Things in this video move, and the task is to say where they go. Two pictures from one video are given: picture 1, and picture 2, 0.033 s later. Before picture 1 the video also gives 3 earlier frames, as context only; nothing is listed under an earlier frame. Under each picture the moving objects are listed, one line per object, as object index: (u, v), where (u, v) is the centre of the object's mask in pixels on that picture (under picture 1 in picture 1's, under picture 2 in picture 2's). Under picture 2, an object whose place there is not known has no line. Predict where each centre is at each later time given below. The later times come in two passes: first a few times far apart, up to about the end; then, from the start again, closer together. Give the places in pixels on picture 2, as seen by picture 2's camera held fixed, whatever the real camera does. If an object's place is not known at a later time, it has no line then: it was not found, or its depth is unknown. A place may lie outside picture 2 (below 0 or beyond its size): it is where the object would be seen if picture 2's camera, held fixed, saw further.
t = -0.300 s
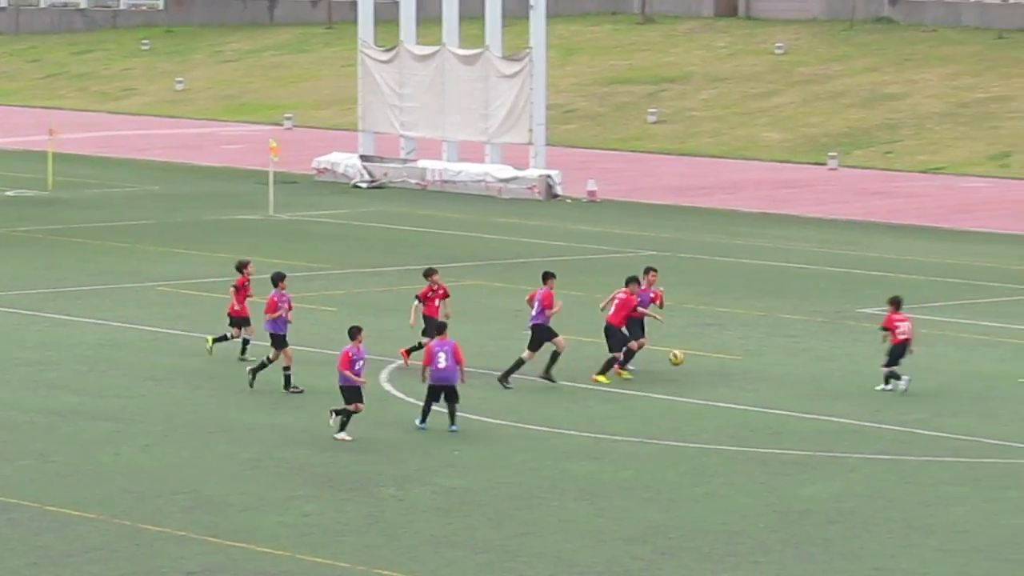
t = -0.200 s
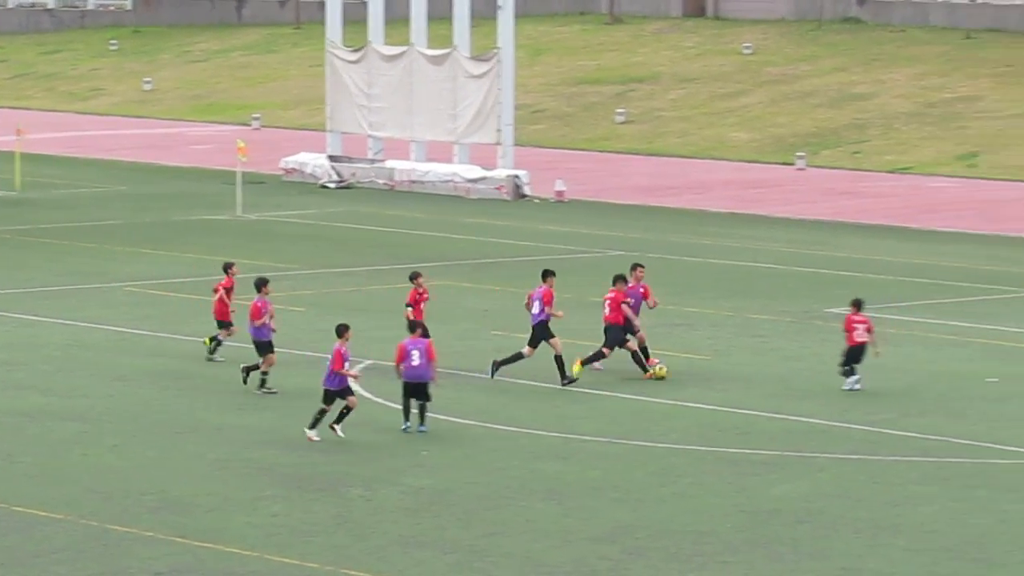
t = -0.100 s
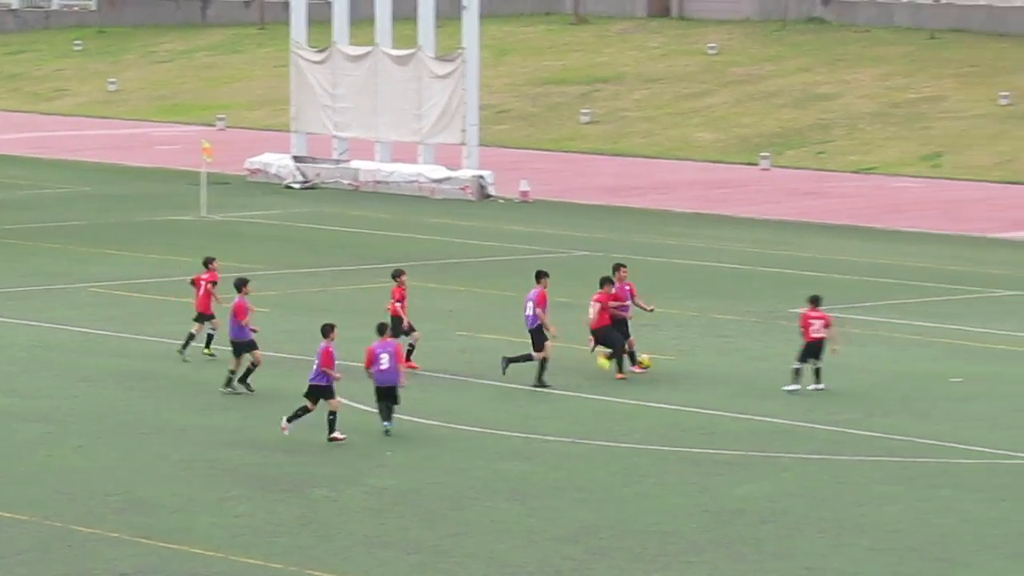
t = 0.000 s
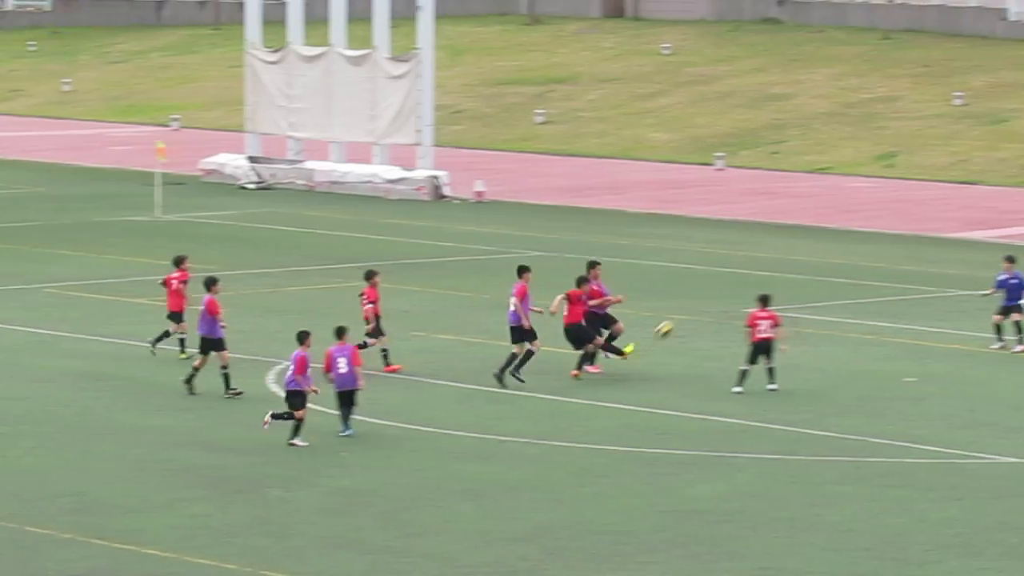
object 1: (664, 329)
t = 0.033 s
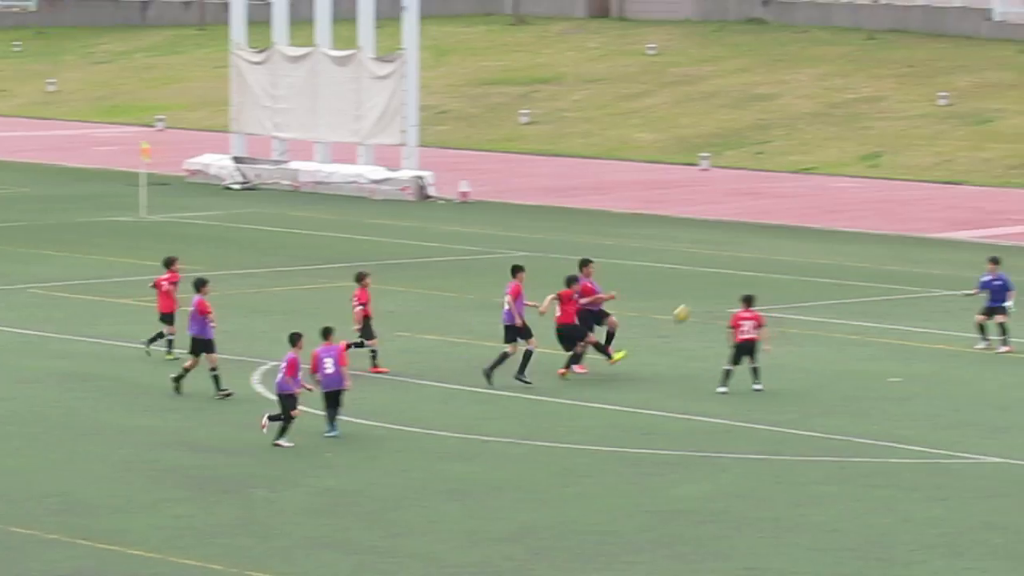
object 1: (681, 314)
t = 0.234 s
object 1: (872, 236)
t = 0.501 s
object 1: (1122, 184)
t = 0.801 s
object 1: (1400, 190)
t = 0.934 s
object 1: (1524, 215)
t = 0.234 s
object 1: (872, 236)
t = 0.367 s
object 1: (998, 202)
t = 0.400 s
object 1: (1029, 196)
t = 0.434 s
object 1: (1061, 190)
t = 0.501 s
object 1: (1122, 184)
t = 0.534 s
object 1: (1154, 181)
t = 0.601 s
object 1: (1215, 178)
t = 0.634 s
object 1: (1246, 178)
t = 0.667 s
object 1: (1276, 179)
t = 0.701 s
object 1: (1308, 181)
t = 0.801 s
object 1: (1400, 190)
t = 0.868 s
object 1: (1462, 201)
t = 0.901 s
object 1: (1493, 207)
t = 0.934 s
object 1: (1524, 215)
